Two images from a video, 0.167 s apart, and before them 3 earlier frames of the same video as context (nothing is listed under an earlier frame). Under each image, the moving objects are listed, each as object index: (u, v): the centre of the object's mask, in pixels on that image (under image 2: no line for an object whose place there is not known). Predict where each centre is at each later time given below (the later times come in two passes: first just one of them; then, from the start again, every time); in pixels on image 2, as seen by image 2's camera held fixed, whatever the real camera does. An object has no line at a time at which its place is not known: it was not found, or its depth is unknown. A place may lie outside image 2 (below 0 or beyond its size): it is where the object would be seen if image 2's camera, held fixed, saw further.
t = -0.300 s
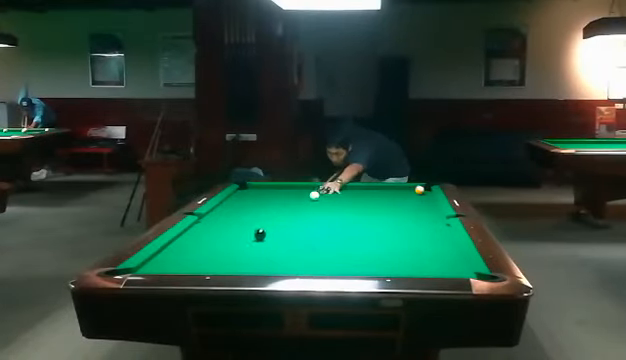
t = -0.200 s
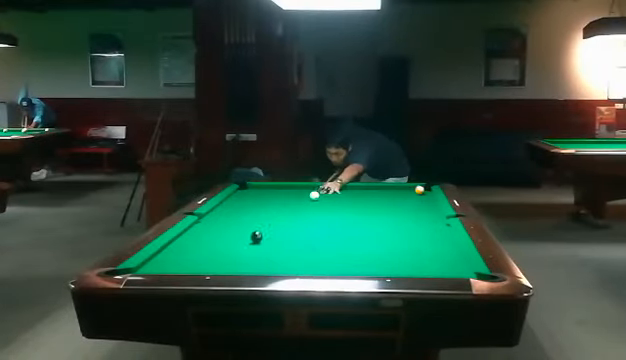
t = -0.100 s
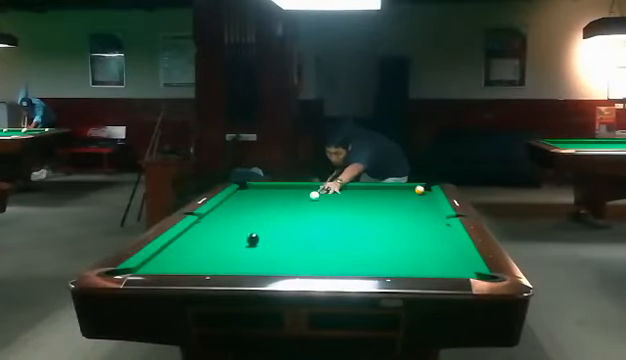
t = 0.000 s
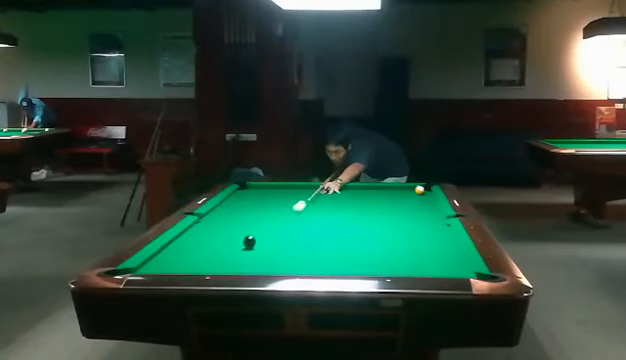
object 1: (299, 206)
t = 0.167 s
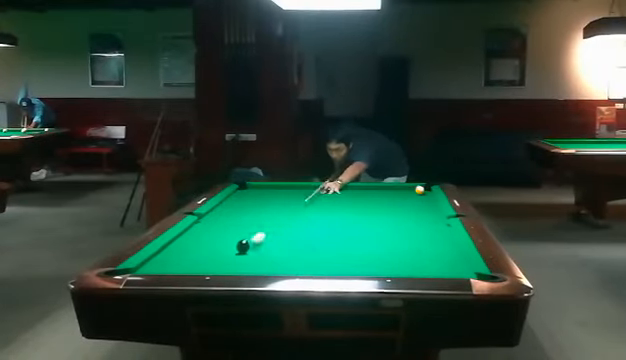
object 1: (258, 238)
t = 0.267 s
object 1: (281, 252)
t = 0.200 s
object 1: (259, 243)
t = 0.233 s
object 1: (270, 247)
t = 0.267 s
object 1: (281, 252)
